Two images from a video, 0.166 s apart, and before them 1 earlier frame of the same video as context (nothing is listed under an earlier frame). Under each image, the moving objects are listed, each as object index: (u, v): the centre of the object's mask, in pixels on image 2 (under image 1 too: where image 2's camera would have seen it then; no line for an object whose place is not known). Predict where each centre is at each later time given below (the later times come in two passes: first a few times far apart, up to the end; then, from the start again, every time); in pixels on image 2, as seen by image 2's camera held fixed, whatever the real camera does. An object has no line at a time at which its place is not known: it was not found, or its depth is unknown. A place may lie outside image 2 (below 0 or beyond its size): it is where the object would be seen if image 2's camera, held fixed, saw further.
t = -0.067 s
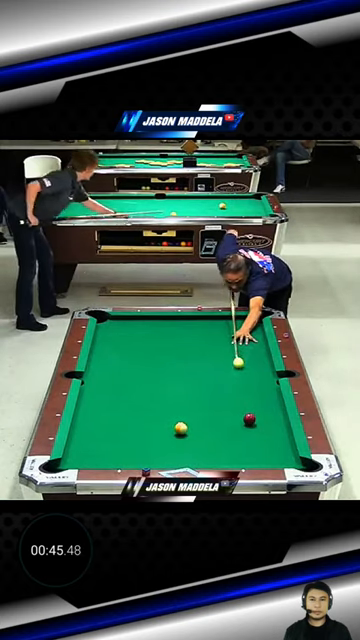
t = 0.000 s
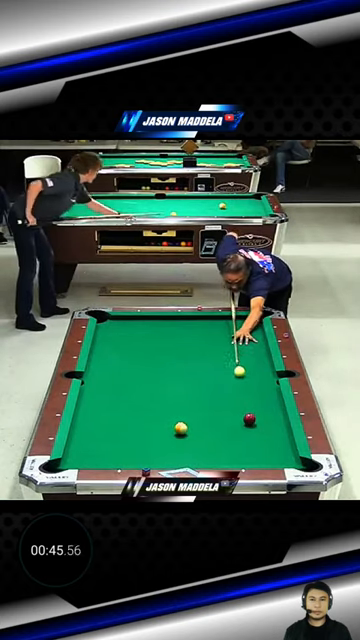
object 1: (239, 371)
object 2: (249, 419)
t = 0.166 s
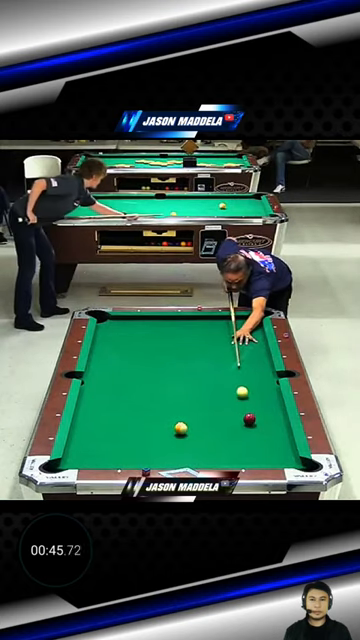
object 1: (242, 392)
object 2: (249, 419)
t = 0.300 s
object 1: (244, 408)
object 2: (249, 419)
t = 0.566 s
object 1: (226, 422)
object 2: (272, 443)
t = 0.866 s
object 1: (204, 436)
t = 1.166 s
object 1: (182, 450)
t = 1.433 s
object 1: (162, 460)
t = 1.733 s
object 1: (143, 456)
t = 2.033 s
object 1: (127, 448)
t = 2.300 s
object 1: (114, 441)
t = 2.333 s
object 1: (112, 441)
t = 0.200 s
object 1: (242, 396)
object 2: (249, 419)
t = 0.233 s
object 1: (243, 400)
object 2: (249, 419)
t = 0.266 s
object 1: (243, 404)
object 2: (249, 419)
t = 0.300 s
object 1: (244, 408)
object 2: (249, 419)
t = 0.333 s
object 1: (244, 412)
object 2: (249, 420)
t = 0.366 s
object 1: (241, 415)
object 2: (253, 422)
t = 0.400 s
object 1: (238, 415)
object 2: (256, 426)
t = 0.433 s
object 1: (236, 416)
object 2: (260, 430)
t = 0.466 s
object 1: (233, 418)
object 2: (263, 433)
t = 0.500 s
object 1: (231, 419)
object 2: (267, 437)
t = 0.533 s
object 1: (228, 421)
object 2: (269, 440)
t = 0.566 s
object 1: (226, 422)
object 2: (272, 443)
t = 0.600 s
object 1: (223, 424)
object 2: (275, 446)
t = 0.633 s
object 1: (221, 425)
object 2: (278, 449)
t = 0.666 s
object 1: (219, 427)
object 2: (281, 451)
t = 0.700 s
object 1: (216, 428)
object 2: (284, 455)
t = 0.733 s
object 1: (214, 430)
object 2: (287, 457)
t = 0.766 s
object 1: (211, 431)
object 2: (290, 459)
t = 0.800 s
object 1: (209, 433)
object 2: (293, 462)
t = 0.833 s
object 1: (206, 434)
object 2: (295, 464)
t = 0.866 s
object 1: (204, 436)
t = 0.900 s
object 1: (202, 437)
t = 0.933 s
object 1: (199, 439)
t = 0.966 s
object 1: (197, 440)
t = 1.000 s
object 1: (195, 442)
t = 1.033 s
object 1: (192, 444)
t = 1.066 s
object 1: (189, 445)
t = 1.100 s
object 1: (187, 447)
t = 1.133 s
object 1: (184, 448)
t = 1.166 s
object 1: (182, 450)
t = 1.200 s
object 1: (179, 451)
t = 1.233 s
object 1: (177, 452)
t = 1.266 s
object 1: (174, 454)
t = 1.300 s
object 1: (172, 456)
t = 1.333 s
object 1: (169, 457)
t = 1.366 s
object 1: (167, 458)
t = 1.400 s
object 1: (165, 459)
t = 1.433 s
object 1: (162, 460)
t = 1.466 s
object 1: (160, 462)
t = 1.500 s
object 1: (157, 461)
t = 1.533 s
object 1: (155, 460)
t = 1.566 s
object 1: (153, 459)
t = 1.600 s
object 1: (151, 459)
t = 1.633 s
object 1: (149, 458)
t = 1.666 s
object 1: (147, 458)
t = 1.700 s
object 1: (145, 457)
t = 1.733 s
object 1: (143, 456)
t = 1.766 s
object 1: (141, 455)
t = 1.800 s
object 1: (139, 454)
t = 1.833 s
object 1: (137, 453)
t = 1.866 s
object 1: (136, 452)
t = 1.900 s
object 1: (134, 451)
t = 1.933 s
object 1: (132, 451)
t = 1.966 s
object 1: (130, 450)
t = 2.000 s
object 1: (129, 449)
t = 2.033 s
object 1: (127, 448)
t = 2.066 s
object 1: (125, 447)
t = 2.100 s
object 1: (123, 446)
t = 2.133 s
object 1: (122, 445)
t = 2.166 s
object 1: (120, 445)
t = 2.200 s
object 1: (119, 444)
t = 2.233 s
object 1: (117, 443)
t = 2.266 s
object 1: (115, 442)
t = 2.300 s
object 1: (114, 441)
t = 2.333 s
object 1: (112, 441)
